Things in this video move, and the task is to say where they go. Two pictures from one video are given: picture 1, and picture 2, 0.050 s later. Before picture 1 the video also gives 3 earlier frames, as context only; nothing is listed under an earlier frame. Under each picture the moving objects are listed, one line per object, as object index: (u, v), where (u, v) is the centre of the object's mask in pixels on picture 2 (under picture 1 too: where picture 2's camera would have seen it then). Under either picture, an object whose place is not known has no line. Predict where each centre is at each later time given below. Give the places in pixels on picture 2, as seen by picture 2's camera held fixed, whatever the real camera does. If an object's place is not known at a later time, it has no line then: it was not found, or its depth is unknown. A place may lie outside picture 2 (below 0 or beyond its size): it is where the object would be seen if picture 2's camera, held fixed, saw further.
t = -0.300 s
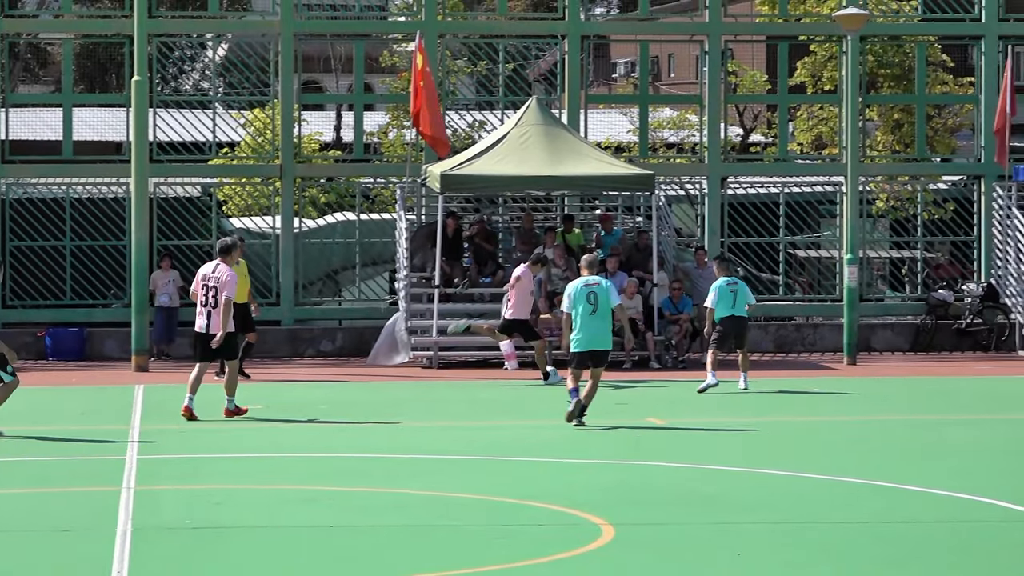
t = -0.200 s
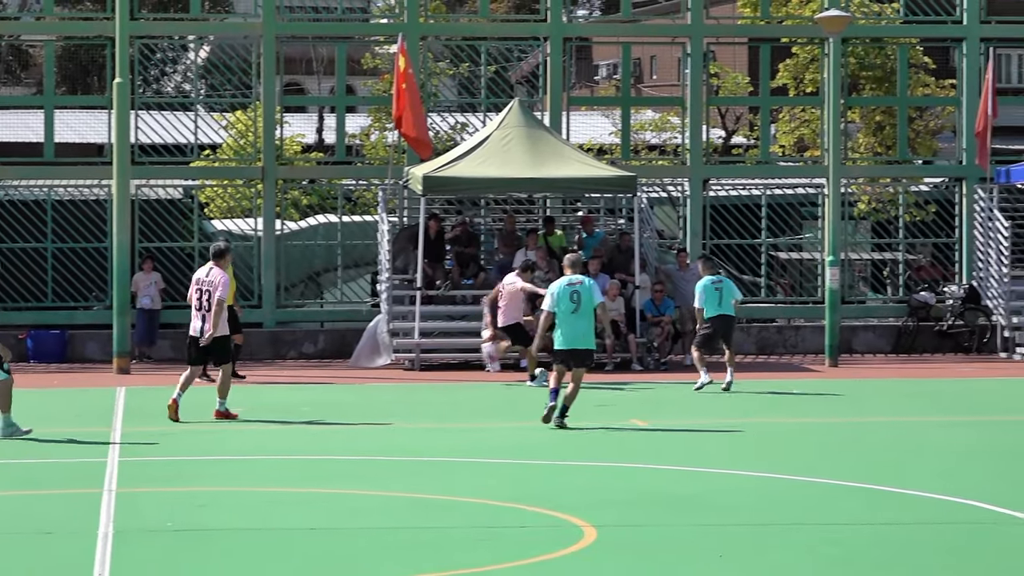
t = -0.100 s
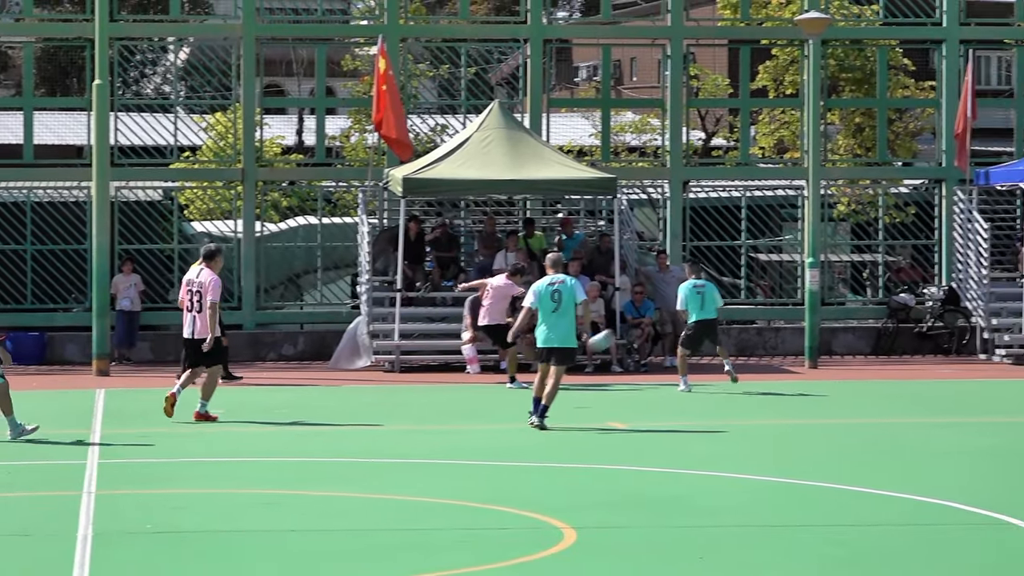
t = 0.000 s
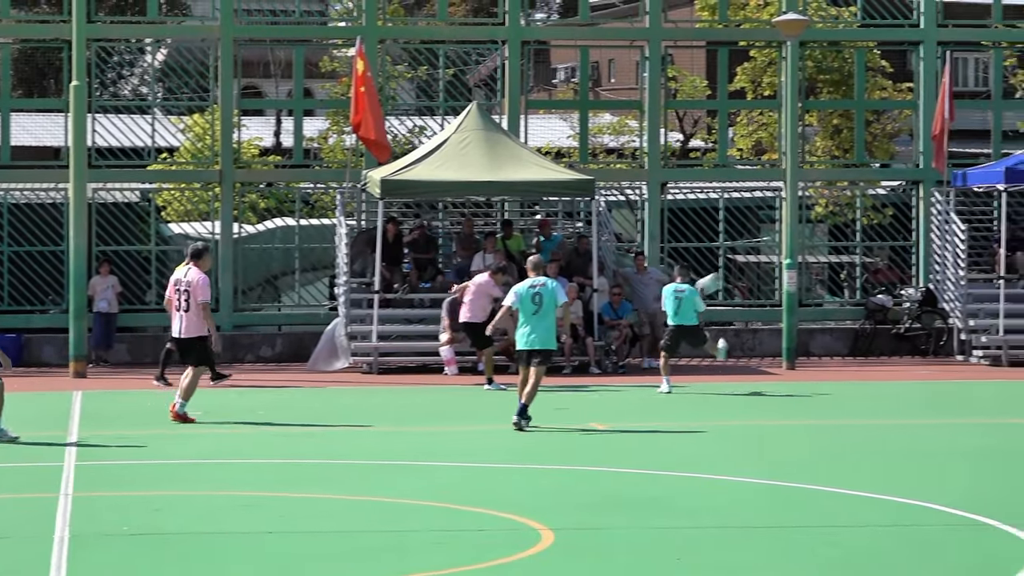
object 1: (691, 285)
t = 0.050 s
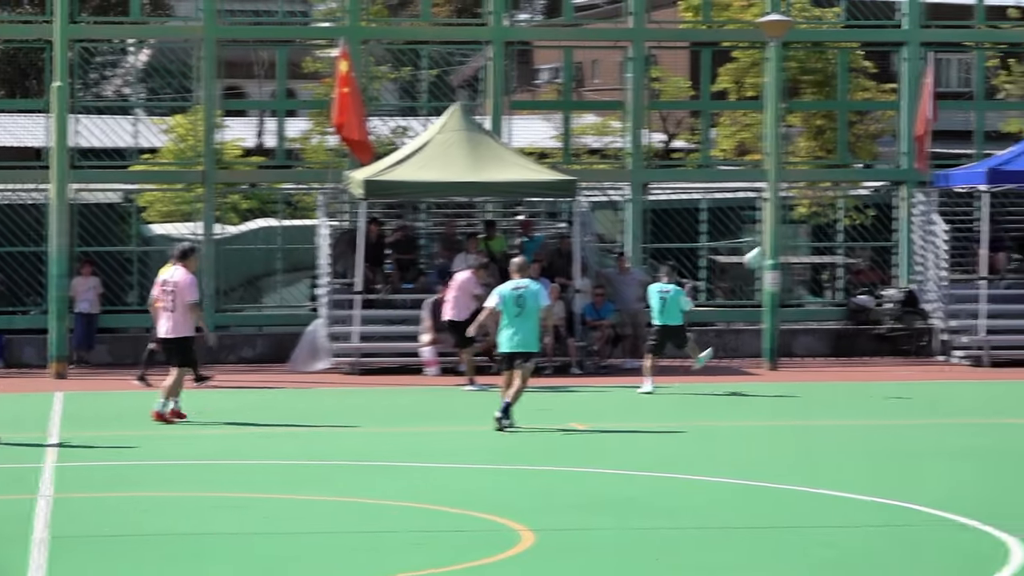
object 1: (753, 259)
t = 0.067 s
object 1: (778, 248)
